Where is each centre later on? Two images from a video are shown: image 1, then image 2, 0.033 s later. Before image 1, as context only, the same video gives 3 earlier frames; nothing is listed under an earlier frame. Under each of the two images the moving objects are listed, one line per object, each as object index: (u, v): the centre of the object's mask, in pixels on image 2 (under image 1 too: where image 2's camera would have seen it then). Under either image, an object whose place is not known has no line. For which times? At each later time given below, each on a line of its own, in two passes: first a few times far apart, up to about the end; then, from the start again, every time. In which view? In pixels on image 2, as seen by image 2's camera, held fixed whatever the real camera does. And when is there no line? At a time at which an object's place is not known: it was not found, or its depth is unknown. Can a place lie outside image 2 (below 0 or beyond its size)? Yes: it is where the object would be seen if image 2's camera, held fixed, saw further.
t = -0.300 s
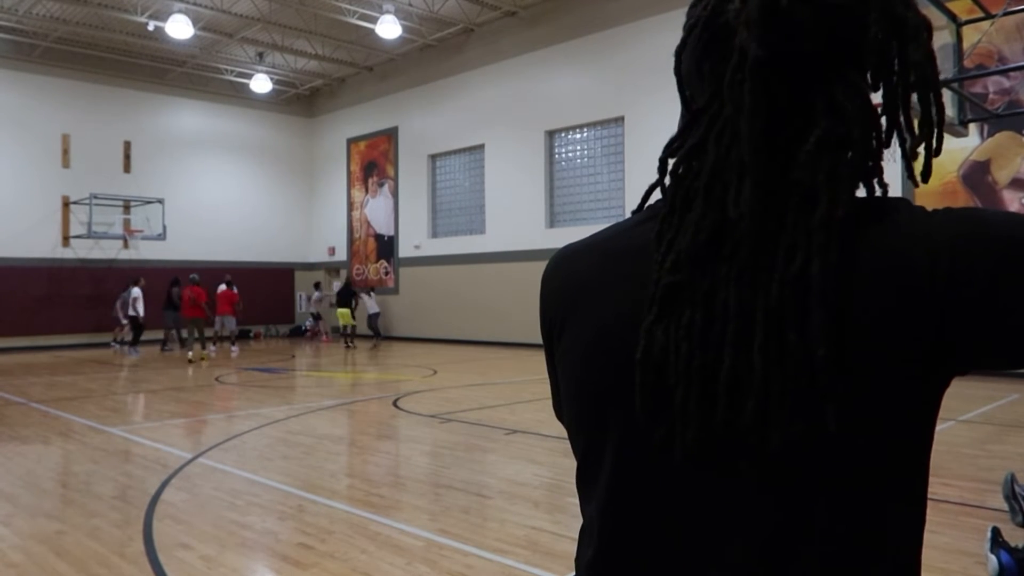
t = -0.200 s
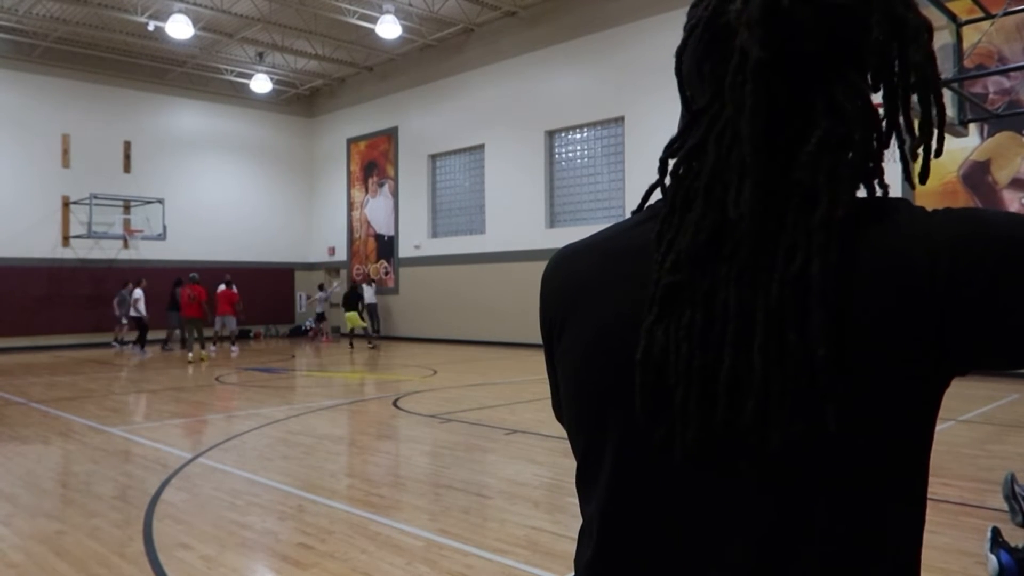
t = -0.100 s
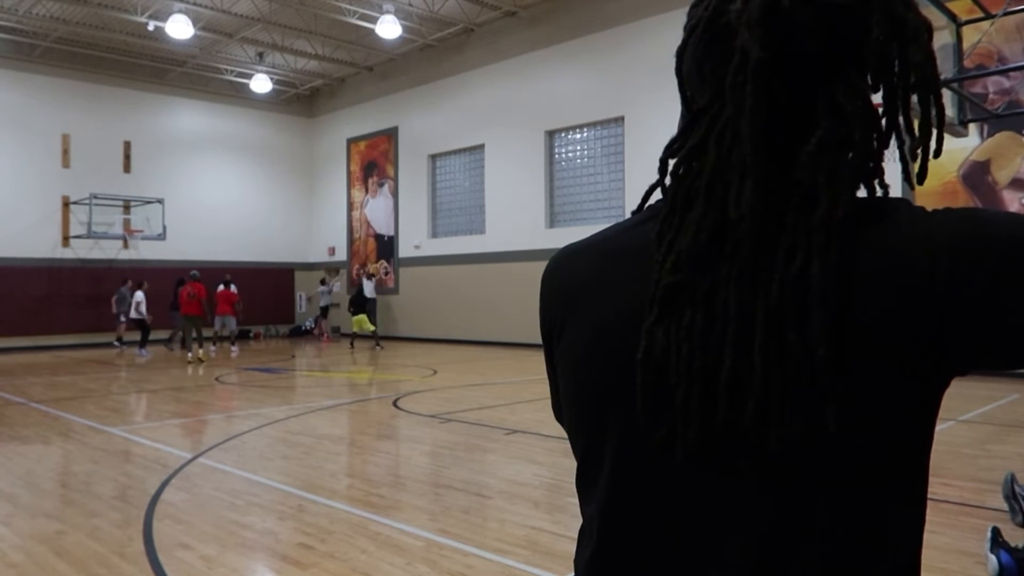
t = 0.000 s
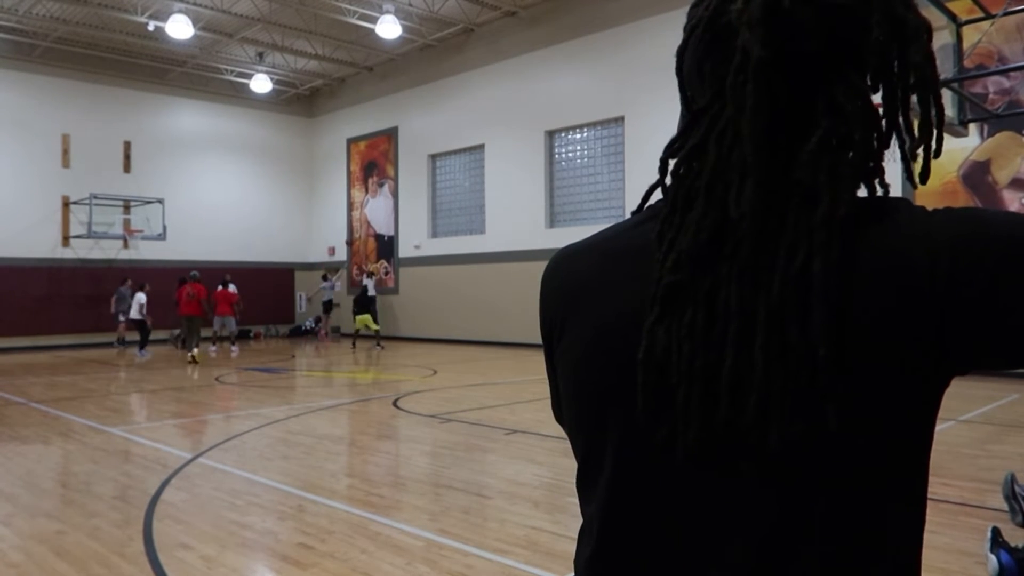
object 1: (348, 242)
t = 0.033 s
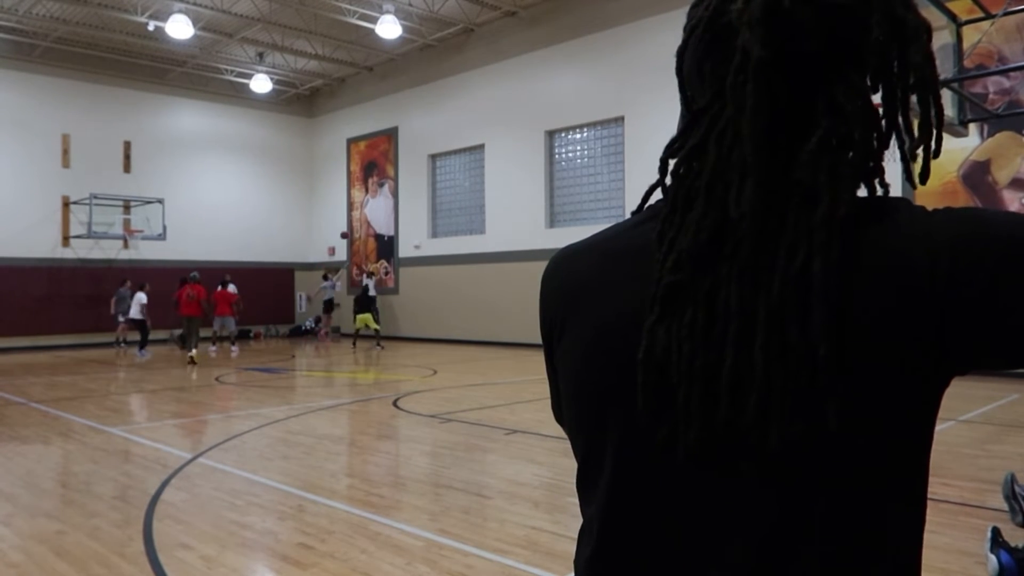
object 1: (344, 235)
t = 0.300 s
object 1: (302, 192)
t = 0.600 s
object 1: (255, 172)
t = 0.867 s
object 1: (210, 179)
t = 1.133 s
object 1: (163, 213)
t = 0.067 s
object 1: (339, 229)
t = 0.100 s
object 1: (333, 222)
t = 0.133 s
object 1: (329, 216)
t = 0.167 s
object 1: (323, 211)
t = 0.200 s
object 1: (318, 206)
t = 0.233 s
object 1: (313, 201)
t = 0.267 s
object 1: (308, 196)
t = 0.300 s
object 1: (302, 192)
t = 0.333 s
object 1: (297, 189)
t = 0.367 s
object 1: (292, 185)
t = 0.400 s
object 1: (287, 182)
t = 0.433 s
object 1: (281, 179)
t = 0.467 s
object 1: (276, 177)
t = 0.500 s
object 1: (271, 175)
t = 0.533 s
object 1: (265, 174)
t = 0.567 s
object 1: (260, 172)
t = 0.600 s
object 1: (255, 172)
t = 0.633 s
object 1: (249, 171)
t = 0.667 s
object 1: (244, 171)
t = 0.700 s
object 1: (238, 171)
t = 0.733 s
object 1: (232, 172)
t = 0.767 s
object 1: (227, 173)
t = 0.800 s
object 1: (221, 175)
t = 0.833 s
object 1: (216, 177)
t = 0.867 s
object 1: (210, 179)
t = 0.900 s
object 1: (204, 182)
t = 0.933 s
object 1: (198, 184)
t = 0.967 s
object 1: (192, 189)
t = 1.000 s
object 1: (187, 193)
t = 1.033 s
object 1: (181, 197)
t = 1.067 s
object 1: (175, 202)
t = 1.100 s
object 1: (169, 207)
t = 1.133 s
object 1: (163, 213)
